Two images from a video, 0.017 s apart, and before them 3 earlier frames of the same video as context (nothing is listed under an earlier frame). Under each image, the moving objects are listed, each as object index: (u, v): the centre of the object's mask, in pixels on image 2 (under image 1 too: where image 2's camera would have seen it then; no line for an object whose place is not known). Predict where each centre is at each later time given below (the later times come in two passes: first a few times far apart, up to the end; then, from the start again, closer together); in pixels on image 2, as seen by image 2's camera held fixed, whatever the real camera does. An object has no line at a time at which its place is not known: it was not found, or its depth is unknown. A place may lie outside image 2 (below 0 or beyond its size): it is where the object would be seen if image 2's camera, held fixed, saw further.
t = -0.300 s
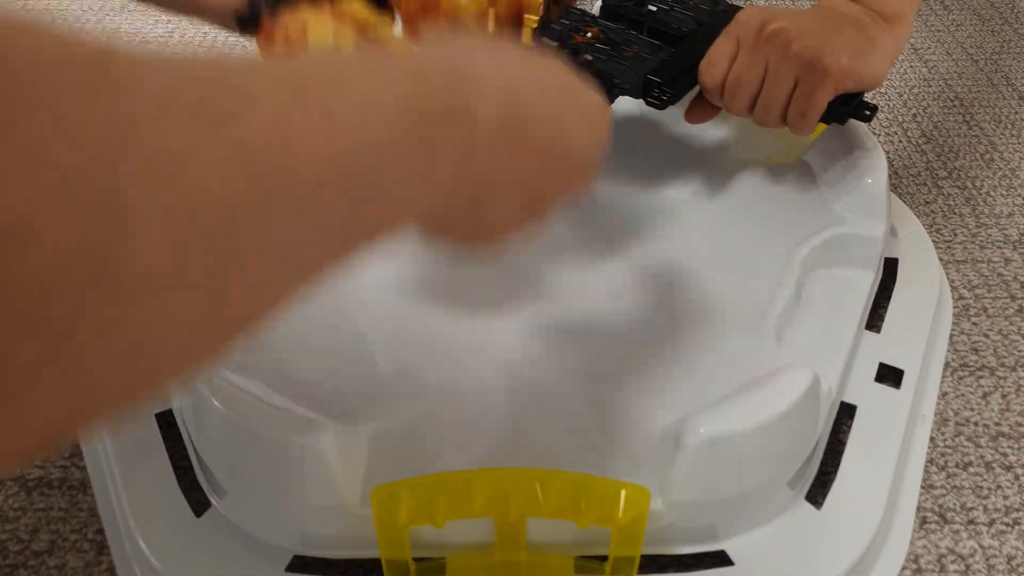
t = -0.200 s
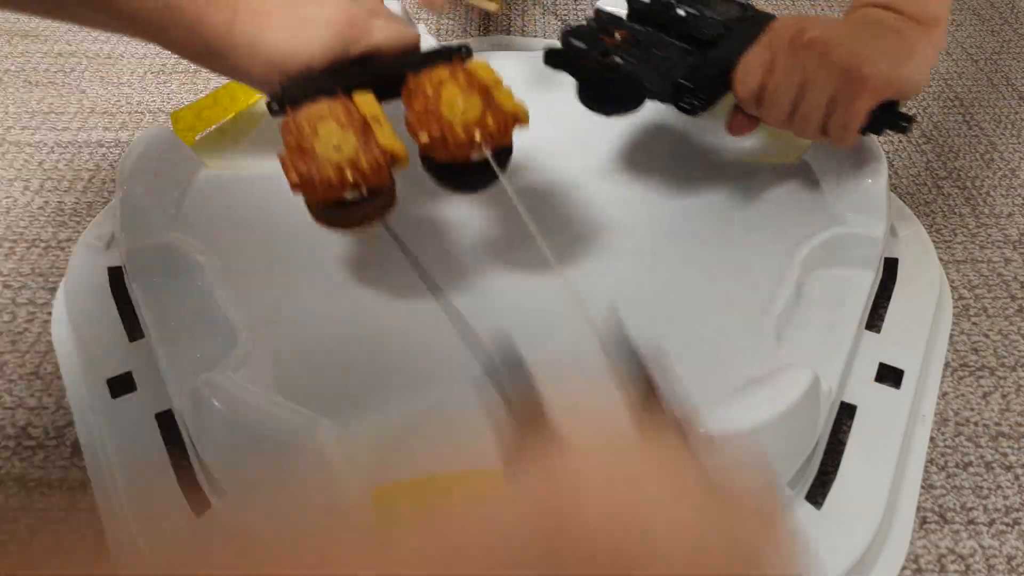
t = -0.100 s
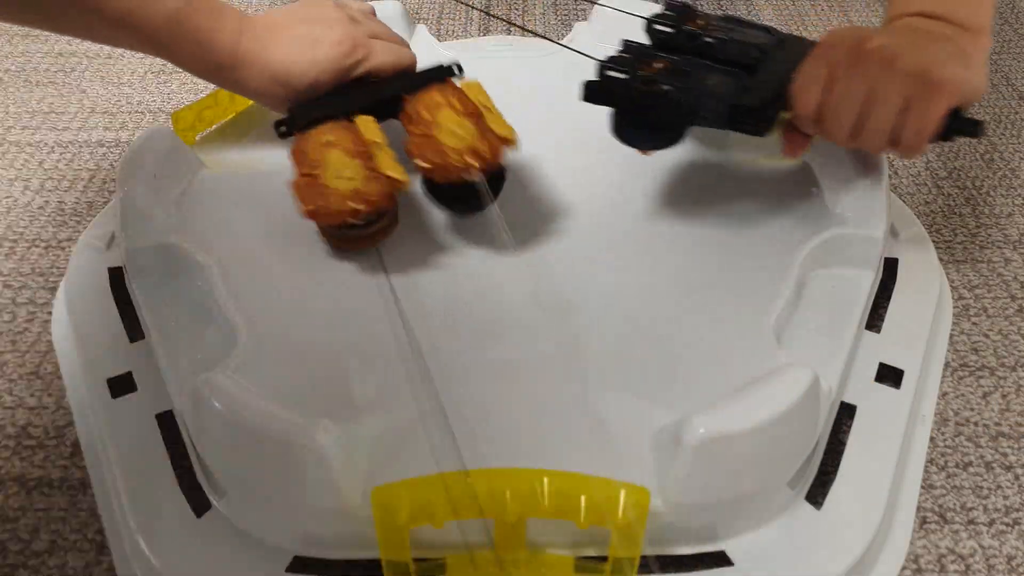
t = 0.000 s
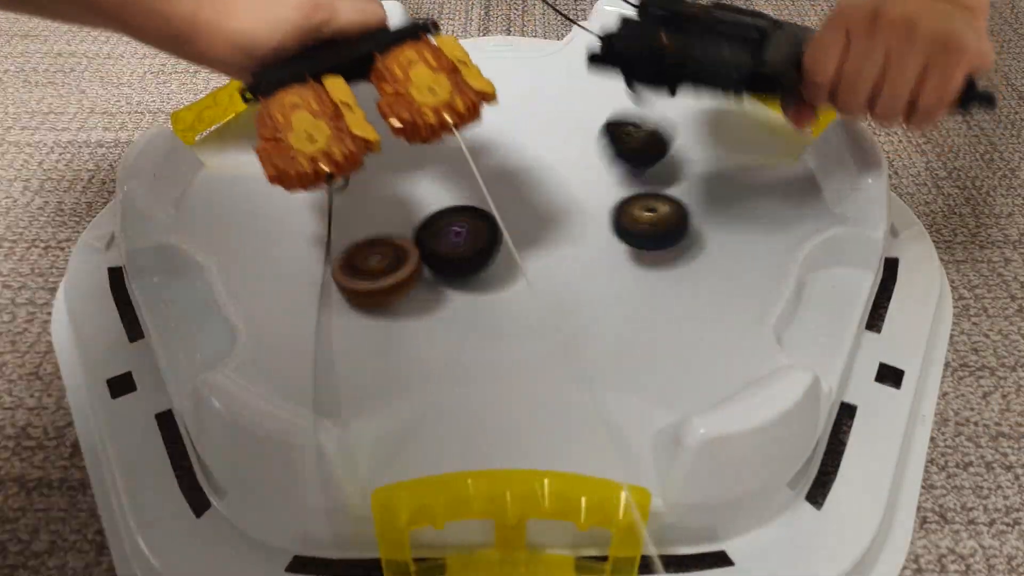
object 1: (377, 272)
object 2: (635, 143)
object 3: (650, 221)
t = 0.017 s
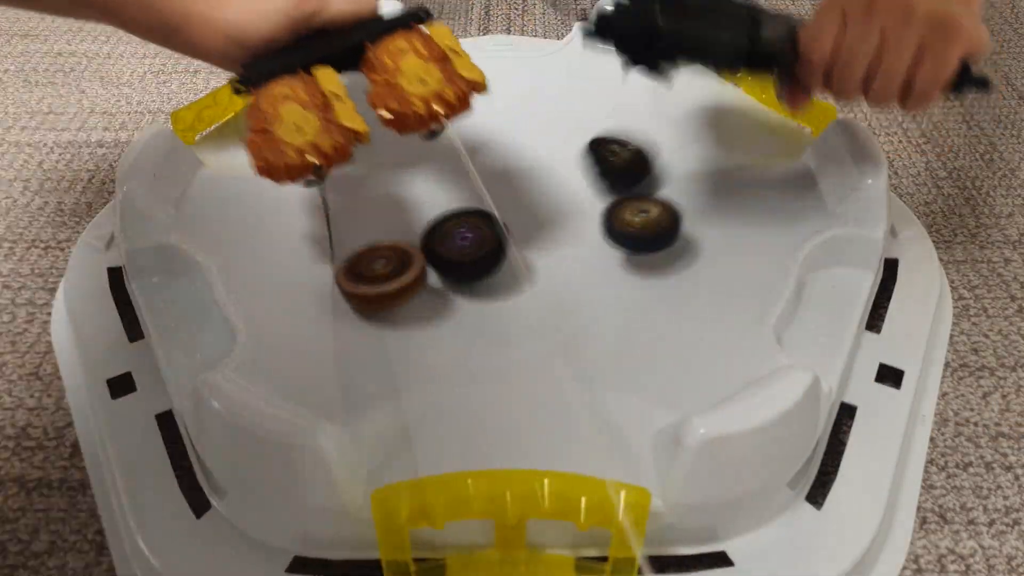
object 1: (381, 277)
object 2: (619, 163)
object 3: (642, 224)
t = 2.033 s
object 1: (488, 230)
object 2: (450, 178)
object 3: (610, 97)
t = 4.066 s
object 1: (501, 243)
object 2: (472, 188)
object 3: (421, 251)
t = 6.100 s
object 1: (495, 182)
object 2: (515, 112)
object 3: (569, 171)
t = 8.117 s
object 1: (490, 217)
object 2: (604, 193)
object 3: (558, 246)
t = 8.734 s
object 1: (454, 212)
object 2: (504, 165)
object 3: (549, 254)
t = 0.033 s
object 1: (387, 282)
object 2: (599, 164)
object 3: (633, 229)
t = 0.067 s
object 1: (401, 306)
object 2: (557, 172)
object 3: (613, 249)
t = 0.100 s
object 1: (416, 320)
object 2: (512, 190)
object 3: (599, 278)
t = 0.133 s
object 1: (434, 336)
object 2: (475, 191)
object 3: (604, 273)
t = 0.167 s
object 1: (450, 348)
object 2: (441, 192)
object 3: (606, 279)
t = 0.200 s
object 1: (463, 364)
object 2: (412, 194)
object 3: (607, 295)
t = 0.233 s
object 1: (479, 380)
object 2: (388, 198)
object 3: (599, 292)
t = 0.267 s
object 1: (494, 393)
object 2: (369, 204)
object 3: (590, 296)
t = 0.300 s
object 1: (510, 407)
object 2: (354, 213)
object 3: (590, 304)
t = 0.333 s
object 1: (524, 418)
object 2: (344, 222)
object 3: (587, 302)
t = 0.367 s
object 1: (537, 428)
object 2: (338, 231)
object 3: (583, 303)
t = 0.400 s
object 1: (554, 428)
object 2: (335, 240)
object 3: (578, 307)
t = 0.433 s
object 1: (570, 425)
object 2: (336, 249)
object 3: (571, 305)
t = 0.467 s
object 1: (586, 421)
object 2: (339, 256)
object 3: (563, 303)
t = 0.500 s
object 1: (602, 418)
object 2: (348, 263)
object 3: (556, 302)
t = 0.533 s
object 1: (614, 411)
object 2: (360, 268)
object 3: (549, 301)
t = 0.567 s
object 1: (603, 395)
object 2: (375, 273)
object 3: (542, 299)
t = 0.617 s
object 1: (581, 377)
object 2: (401, 279)
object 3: (531, 293)
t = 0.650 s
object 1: (563, 366)
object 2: (421, 280)
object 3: (523, 289)
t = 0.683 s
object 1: (546, 356)
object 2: (433, 281)
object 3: (527, 286)
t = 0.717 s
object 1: (528, 347)
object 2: (429, 279)
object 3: (543, 274)
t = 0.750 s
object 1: (514, 337)
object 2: (433, 276)
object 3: (554, 265)
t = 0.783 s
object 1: (501, 325)
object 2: (443, 272)
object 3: (562, 259)
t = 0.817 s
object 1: (492, 313)
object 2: (450, 266)
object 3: (566, 253)
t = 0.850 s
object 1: (492, 309)
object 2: (454, 254)
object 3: (567, 249)
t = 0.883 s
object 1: (494, 306)
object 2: (454, 239)
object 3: (567, 244)
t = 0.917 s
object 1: (497, 301)
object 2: (458, 241)
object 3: (567, 241)
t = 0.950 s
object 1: (501, 295)
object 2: (462, 241)
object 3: (566, 238)
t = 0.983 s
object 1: (506, 287)
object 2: (464, 237)
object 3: (565, 235)
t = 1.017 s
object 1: (510, 278)
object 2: (465, 232)
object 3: (563, 232)
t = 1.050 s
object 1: (513, 268)
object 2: (464, 225)
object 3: (562, 226)
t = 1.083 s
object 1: (511, 263)
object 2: (461, 219)
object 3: (562, 220)
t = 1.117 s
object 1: (509, 259)
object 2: (459, 213)
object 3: (563, 213)
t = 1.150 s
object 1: (506, 254)
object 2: (457, 208)
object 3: (563, 207)
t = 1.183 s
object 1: (502, 249)
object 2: (454, 204)
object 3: (563, 202)
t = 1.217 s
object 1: (496, 244)
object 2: (449, 199)
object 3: (563, 197)
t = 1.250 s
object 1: (491, 240)
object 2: (444, 192)
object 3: (563, 193)
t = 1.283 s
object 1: (488, 235)
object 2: (438, 188)
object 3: (563, 189)
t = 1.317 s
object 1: (505, 228)
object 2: (435, 185)
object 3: (562, 186)
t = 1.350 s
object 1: (513, 226)
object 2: (431, 182)
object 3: (566, 176)
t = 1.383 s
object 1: (508, 232)
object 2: (428, 180)
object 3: (581, 157)
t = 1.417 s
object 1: (504, 237)
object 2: (427, 179)
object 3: (594, 141)
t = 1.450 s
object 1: (500, 235)
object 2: (427, 180)
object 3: (605, 127)
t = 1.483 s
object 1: (497, 234)
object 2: (428, 180)
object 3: (616, 117)
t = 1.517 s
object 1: (499, 229)
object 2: (430, 180)
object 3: (625, 110)
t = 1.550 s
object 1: (498, 222)
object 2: (433, 182)
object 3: (632, 104)
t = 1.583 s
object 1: (498, 217)
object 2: (433, 180)
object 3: (637, 99)
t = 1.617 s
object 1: (502, 215)
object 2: (431, 177)
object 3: (640, 96)
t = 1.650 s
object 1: (504, 213)
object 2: (430, 175)
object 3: (641, 94)
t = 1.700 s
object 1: (504, 210)
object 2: (432, 174)
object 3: (642, 91)
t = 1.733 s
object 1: (502, 208)
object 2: (433, 173)
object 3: (640, 90)
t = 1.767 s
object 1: (499, 207)
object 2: (433, 173)
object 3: (638, 89)
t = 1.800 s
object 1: (499, 208)
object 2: (431, 171)
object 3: (636, 89)
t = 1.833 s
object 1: (499, 211)
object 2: (431, 170)
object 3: (633, 90)
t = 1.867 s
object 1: (498, 215)
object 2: (432, 170)
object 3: (629, 90)
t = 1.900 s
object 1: (497, 218)
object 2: (434, 170)
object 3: (626, 92)
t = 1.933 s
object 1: (496, 223)
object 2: (438, 172)
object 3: (622, 93)
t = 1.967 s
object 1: (493, 226)
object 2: (442, 175)
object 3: (618, 95)
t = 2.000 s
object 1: (490, 228)
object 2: (445, 177)
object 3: (615, 96)
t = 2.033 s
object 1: (488, 230)
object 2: (450, 178)
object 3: (610, 97)
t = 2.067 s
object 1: (490, 232)
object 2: (457, 179)
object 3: (605, 100)
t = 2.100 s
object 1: (493, 234)
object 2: (464, 179)
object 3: (598, 103)
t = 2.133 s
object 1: (498, 235)
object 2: (471, 180)
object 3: (591, 106)
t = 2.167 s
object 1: (504, 235)
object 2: (478, 180)
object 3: (583, 110)
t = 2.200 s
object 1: (511, 235)
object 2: (486, 179)
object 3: (575, 114)
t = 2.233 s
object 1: (518, 232)
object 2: (494, 177)
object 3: (567, 118)
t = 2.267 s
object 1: (523, 229)
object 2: (501, 174)
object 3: (559, 123)
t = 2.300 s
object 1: (526, 227)
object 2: (508, 171)
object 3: (551, 128)
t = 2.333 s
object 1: (528, 229)
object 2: (511, 172)
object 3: (546, 128)
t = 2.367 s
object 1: (528, 235)
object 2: (504, 182)
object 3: (547, 117)
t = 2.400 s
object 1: (530, 245)
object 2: (497, 189)
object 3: (548, 103)
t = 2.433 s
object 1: (531, 253)
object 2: (494, 194)
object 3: (549, 97)
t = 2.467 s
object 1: (532, 259)
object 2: (493, 199)
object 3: (547, 94)
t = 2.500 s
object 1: (533, 264)
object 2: (495, 204)
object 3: (545, 93)
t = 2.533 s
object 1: (535, 266)
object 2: (499, 209)
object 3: (541, 94)
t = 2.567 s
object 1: (538, 268)
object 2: (501, 214)
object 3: (536, 96)
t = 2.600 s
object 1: (541, 267)
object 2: (503, 219)
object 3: (530, 101)
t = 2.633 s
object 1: (545, 267)
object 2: (506, 221)
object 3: (523, 104)
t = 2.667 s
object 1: (551, 270)
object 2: (508, 220)
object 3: (517, 108)
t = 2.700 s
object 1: (554, 271)
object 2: (510, 220)
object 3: (510, 112)
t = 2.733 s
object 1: (558, 272)
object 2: (511, 220)
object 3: (503, 117)
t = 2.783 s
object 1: (564, 266)
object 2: (514, 220)
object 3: (493, 125)
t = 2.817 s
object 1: (560, 260)
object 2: (515, 220)
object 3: (486, 130)
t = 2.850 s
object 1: (577, 258)
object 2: (505, 198)
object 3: (480, 135)
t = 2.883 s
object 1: (594, 259)
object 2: (501, 186)
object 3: (463, 123)
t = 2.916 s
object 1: (604, 258)
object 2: (504, 187)
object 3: (443, 99)
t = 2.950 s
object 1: (610, 259)
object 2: (504, 189)
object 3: (426, 81)
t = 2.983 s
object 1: (610, 258)
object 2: (503, 188)
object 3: (412, 70)
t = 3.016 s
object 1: (608, 257)
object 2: (501, 190)
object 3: (402, 63)
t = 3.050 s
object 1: (603, 254)
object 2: (499, 191)
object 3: (394, 57)
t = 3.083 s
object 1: (597, 250)
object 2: (499, 192)
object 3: (388, 54)
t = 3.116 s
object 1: (590, 247)
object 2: (498, 194)
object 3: (383, 54)
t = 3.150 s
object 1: (582, 243)
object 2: (498, 197)
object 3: (377, 56)
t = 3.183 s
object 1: (572, 239)
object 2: (498, 199)
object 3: (372, 57)
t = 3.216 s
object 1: (561, 234)
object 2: (498, 202)
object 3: (368, 60)
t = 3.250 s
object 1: (555, 234)
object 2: (494, 199)
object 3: (364, 65)
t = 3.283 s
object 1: (551, 234)
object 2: (485, 195)
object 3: (360, 71)
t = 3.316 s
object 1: (546, 236)
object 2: (479, 193)
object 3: (355, 78)
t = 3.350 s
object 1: (538, 237)
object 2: (472, 193)
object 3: (350, 87)
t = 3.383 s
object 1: (527, 240)
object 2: (466, 192)
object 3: (340, 99)
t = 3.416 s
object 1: (514, 241)
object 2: (460, 192)
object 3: (327, 111)
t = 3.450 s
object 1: (502, 241)
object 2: (456, 192)
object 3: (310, 120)
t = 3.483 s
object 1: (491, 241)
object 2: (452, 193)
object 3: (290, 132)
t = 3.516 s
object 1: (485, 242)
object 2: (449, 192)
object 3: (268, 144)
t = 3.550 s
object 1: (480, 243)
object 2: (445, 191)
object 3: (242, 147)
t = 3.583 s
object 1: (476, 244)
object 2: (442, 192)
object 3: (215, 147)
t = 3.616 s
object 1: (475, 243)
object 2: (439, 192)
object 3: (206, 145)
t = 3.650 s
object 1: (475, 243)
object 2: (438, 192)
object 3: (207, 150)
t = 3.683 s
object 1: (479, 245)
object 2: (437, 193)
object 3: (211, 172)
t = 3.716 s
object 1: (483, 246)
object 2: (437, 194)
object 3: (220, 176)
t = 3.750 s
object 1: (487, 246)
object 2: (437, 194)
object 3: (229, 182)
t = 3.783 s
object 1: (491, 246)
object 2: (439, 195)
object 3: (243, 196)
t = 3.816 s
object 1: (493, 246)
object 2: (442, 196)
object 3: (259, 200)
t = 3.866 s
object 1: (494, 245)
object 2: (447, 197)
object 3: (287, 214)
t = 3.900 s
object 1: (495, 246)
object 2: (451, 196)
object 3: (306, 222)
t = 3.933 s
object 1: (498, 246)
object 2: (454, 194)
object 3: (328, 227)
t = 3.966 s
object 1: (499, 246)
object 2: (458, 194)
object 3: (349, 233)
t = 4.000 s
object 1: (499, 244)
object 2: (461, 192)
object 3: (373, 240)
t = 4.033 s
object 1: (499, 243)
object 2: (467, 191)
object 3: (396, 247)
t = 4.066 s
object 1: (501, 243)
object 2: (472, 188)
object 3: (421, 251)
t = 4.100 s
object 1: (517, 237)
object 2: (477, 186)
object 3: (426, 258)
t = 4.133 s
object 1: (543, 233)
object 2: (478, 178)
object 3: (426, 265)
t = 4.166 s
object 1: (559, 228)
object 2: (479, 170)
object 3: (429, 267)
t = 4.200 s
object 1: (569, 221)
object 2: (480, 164)
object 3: (434, 270)
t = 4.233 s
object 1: (576, 214)
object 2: (481, 159)
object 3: (439, 274)
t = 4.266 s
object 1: (583, 208)
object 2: (482, 154)
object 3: (446, 277)
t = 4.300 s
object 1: (586, 202)
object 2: (482, 150)
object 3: (455, 279)
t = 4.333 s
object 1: (586, 197)
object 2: (483, 147)
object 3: (463, 281)
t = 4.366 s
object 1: (584, 192)
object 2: (484, 145)
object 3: (473, 282)
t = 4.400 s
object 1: (580, 190)
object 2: (485, 144)
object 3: (483, 283)
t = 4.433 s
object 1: (576, 188)
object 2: (486, 144)
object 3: (492, 283)
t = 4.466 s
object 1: (570, 188)
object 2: (487, 144)
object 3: (503, 283)
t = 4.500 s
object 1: (563, 189)
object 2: (489, 145)
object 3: (512, 283)
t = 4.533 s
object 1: (556, 191)
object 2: (491, 147)
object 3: (523, 282)
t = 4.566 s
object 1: (548, 193)
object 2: (493, 150)
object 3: (533, 281)
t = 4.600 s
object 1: (542, 196)
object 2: (495, 153)
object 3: (542, 280)
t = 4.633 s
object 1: (539, 201)
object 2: (496, 155)
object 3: (552, 278)
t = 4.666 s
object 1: (538, 205)
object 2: (497, 157)
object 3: (560, 276)
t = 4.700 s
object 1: (538, 210)
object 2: (498, 161)
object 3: (568, 274)
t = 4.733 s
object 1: (538, 214)
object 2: (500, 165)
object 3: (575, 271)
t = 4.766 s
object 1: (538, 219)
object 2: (502, 168)
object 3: (581, 269)
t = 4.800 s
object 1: (537, 223)
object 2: (503, 172)
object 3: (587, 265)
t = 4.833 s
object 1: (535, 228)
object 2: (504, 175)
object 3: (592, 263)
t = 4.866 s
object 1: (533, 232)
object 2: (506, 179)
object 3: (596, 259)
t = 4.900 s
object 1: (529, 236)
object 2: (507, 183)
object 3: (601, 256)
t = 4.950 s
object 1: (524, 241)
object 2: (510, 187)
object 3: (606, 250)
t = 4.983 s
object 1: (521, 244)
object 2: (511, 189)
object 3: (610, 247)
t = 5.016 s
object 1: (518, 246)
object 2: (512, 191)
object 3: (612, 243)
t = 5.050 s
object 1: (515, 247)
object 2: (513, 193)
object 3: (613, 240)
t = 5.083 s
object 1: (511, 248)
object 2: (514, 194)
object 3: (613, 235)
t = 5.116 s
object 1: (506, 248)
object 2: (514, 196)
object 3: (613, 231)
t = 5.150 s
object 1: (500, 249)
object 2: (516, 196)
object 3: (611, 226)
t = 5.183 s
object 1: (494, 250)
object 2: (516, 197)
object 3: (609, 222)
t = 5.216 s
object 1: (489, 249)
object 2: (518, 197)
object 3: (606, 219)
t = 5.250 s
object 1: (485, 248)
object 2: (518, 197)
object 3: (602, 214)
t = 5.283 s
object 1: (481, 245)
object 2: (518, 198)
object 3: (599, 210)
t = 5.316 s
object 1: (478, 243)
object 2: (519, 199)
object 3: (594, 205)
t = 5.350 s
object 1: (474, 242)
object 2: (516, 197)
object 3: (595, 204)
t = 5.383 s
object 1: (469, 240)
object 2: (508, 195)
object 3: (597, 198)
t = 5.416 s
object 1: (466, 237)
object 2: (504, 193)
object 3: (594, 193)
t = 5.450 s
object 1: (463, 235)
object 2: (501, 192)
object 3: (590, 191)
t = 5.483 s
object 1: (458, 233)
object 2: (502, 189)
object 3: (586, 188)
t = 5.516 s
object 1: (457, 231)
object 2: (502, 185)
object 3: (581, 184)
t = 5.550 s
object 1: (457, 228)
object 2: (501, 182)
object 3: (575, 182)
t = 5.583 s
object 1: (457, 225)
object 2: (497, 180)
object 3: (574, 179)
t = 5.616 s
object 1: (457, 222)
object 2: (499, 177)
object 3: (572, 175)
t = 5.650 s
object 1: (456, 219)
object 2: (492, 175)
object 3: (582, 170)
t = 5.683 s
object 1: (452, 214)
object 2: (498, 169)
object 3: (591, 163)
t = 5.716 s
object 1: (451, 207)
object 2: (504, 164)
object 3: (593, 158)
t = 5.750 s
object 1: (454, 202)
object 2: (510, 158)
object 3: (592, 157)
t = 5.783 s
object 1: (457, 197)
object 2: (515, 152)
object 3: (588, 156)
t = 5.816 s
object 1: (460, 191)
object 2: (516, 146)
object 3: (589, 155)
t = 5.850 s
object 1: (465, 186)
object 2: (516, 140)
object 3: (586, 155)
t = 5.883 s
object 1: (470, 182)
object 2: (516, 136)
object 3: (585, 154)
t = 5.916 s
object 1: (472, 178)
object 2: (518, 131)
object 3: (583, 155)
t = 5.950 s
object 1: (474, 177)
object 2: (517, 125)
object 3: (584, 157)
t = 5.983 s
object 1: (478, 178)
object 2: (516, 119)
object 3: (584, 159)
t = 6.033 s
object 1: (485, 179)
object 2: (515, 115)
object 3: (579, 164)
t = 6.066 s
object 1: (491, 181)
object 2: (515, 113)
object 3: (574, 167)
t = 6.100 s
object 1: (495, 182)
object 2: (515, 112)
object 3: (569, 171)
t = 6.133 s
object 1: (490, 186)
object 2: (514, 113)
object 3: (572, 172)
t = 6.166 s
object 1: (486, 192)
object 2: (514, 114)
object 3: (570, 171)
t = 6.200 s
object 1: (483, 195)
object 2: (514, 118)
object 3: (566, 174)
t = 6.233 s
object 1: (483, 199)
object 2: (512, 122)
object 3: (562, 179)
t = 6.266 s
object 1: (484, 203)
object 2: (512, 128)
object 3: (557, 182)
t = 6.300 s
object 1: (484, 208)
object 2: (510, 134)
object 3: (551, 183)
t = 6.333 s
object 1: (483, 214)
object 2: (504, 138)
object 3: (552, 185)
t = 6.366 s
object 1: (483, 219)
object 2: (488, 137)
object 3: (561, 195)
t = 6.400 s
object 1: (482, 224)
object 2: (476, 140)
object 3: (565, 203)
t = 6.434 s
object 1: (481, 229)
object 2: (465, 144)
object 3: (566, 210)
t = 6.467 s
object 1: (480, 233)
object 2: (454, 150)
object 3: (563, 216)
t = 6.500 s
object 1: (479, 236)
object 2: (444, 156)
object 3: (560, 222)
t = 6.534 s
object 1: (478, 240)
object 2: (435, 164)
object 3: (557, 227)
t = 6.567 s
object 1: (477, 244)
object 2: (427, 171)
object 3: (554, 230)
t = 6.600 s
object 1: (475, 246)
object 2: (420, 180)
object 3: (551, 233)
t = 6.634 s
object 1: (471, 249)
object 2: (414, 189)
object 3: (551, 234)
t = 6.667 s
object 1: (470, 251)
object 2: (410, 198)
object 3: (550, 237)
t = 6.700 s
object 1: (468, 252)
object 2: (407, 207)
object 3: (549, 240)
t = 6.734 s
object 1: (466, 253)
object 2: (406, 217)
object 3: (547, 243)
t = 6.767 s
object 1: (467, 256)
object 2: (404, 223)
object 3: (546, 245)
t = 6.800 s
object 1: (468, 260)
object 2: (403, 228)
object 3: (547, 245)
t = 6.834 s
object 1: (468, 264)
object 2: (403, 232)
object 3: (548, 246)
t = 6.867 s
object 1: (469, 267)
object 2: (403, 234)
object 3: (549, 248)
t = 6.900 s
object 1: (472, 269)
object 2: (402, 234)
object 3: (549, 249)
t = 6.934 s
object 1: (472, 270)
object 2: (401, 231)
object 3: (550, 250)
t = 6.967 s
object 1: (470, 270)
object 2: (399, 229)
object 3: (553, 250)
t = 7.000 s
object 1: (459, 272)
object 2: (397, 226)
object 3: (562, 246)
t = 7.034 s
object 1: (452, 271)
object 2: (398, 223)
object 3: (566, 242)
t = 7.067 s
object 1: (449, 269)
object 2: (399, 220)
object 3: (569, 241)
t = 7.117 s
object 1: (447, 267)
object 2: (405, 215)
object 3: (569, 241)
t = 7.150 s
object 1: (446, 264)
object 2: (409, 210)
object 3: (569, 241)
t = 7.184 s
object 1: (447, 261)
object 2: (416, 206)
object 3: (568, 241)
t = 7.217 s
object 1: (447, 257)
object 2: (423, 202)
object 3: (568, 240)
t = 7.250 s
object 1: (448, 254)
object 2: (432, 198)
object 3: (567, 240)
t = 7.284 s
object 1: (451, 251)
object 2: (443, 195)
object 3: (566, 239)
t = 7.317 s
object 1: (453, 248)
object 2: (454, 191)
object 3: (564, 238)
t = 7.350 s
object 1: (456, 245)
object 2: (467, 189)
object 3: (562, 237)
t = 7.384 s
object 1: (460, 241)
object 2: (479, 186)
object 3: (559, 237)
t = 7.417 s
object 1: (466, 239)
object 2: (491, 183)
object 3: (556, 236)
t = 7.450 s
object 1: (471, 235)
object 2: (504, 181)
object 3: (552, 234)
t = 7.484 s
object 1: (473, 233)
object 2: (515, 179)
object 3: (555, 232)
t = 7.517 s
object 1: (476, 230)
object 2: (527, 177)
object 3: (557, 229)
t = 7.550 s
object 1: (477, 227)
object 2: (539, 175)
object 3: (559, 228)
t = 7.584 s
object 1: (478, 225)
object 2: (550, 174)
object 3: (561, 228)
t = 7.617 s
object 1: (482, 222)
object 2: (562, 172)
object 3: (560, 228)
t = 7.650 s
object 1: (479, 220)
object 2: (572, 173)
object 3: (568, 227)
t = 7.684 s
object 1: (478, 217)
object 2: (582, 172)
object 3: (572, 230)
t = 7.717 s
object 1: (478, 215)
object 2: (590, 173)
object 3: (573, 231)
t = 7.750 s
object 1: (482, 215)
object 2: (596, 174)
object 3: (572, 231)
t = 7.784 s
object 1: (485, 214)
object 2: (603, 175)
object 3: (571, 232)
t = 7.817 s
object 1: (489, 215)
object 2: (608, 179)
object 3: (570, 232)
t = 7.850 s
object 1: (491, 215)
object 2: (612, 182)
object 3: (569, 232)
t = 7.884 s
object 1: (494, 216)
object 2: (615, 185)
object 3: (568, 234)
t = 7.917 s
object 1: (494, 215)
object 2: (616, 188)
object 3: (567, 236)
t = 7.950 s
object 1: (494, 215)
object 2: (618, 189)
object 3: (566, 239)
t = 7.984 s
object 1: (492, 214)
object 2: (617, 191)
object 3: (567, 239)
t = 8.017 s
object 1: (490, 215)
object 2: (616, 191)
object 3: (565, 241)
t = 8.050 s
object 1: (491, 215)
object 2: (615, 191)
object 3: (562, 244)
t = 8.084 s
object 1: (491, 216)
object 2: (609, 192)
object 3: (559, 246)
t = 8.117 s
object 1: (490, 217)
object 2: (604, 193)
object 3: (558, 246)
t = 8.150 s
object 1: (490, 218)
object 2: (598, 195)
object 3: (557, 247)
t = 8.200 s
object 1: (489, 219)
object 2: (585, 197)
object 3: (555, 248)
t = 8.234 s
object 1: (486, 219)
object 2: (576, 198)
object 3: (558, 249)
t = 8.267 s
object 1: (483, 218)
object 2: (565, 199)
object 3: (560, 249)
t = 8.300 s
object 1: (477, 218)
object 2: (558, 200)
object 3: (559, 250)
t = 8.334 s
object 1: (464, 217)
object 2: (559, 195)
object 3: (560, 255)
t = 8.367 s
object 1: (454, 216)
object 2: (556, 191)
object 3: (560, 255)
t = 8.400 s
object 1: (450, 216)
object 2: (551, 185)
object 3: (560, 255)
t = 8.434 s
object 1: (447, 215)
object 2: (548, 182)
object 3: (559, 256)
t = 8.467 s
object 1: (446, 214)
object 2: (543, 178)
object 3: (560, 256)
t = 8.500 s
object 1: (445, 214)
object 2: (538, 175)
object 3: (559, 257)
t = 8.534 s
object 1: (445, 213)
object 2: (534, 172)
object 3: (558, 256)
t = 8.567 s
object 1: (445, 212)
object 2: (529, 170)
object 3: (558, 256)
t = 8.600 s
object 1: (445, 212)
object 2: (524, 168)
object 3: (556, 257)
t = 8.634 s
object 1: (448, 212)
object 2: (520, 166)
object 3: (555, 256)
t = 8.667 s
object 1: (449, 211)
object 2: (514, 165)
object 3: (553, 256)
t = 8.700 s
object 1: (452, 212)
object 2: (510, 165)
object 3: (551, 255)
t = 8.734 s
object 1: (454, 212)
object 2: (504, 165)
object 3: (549, 254)
